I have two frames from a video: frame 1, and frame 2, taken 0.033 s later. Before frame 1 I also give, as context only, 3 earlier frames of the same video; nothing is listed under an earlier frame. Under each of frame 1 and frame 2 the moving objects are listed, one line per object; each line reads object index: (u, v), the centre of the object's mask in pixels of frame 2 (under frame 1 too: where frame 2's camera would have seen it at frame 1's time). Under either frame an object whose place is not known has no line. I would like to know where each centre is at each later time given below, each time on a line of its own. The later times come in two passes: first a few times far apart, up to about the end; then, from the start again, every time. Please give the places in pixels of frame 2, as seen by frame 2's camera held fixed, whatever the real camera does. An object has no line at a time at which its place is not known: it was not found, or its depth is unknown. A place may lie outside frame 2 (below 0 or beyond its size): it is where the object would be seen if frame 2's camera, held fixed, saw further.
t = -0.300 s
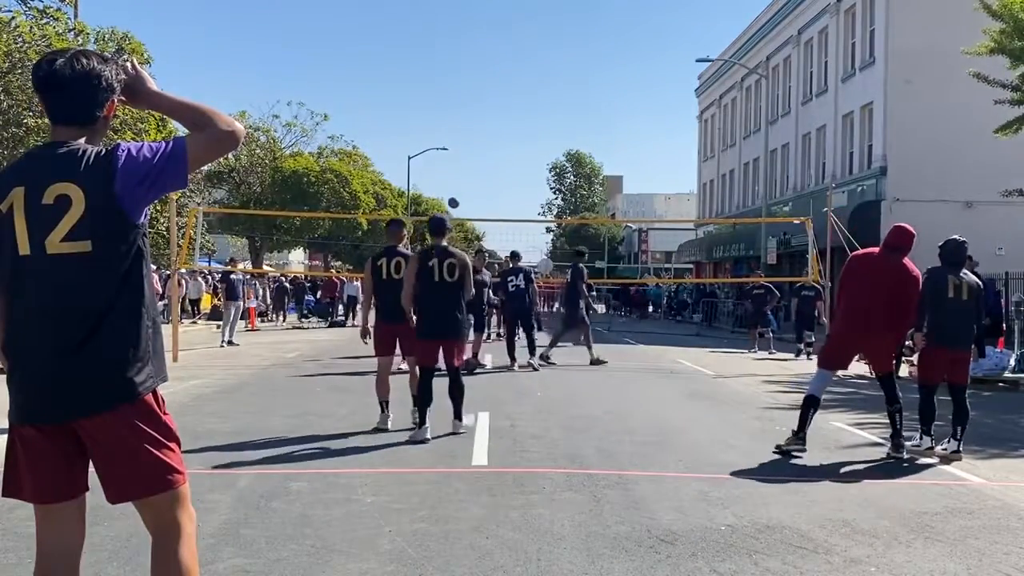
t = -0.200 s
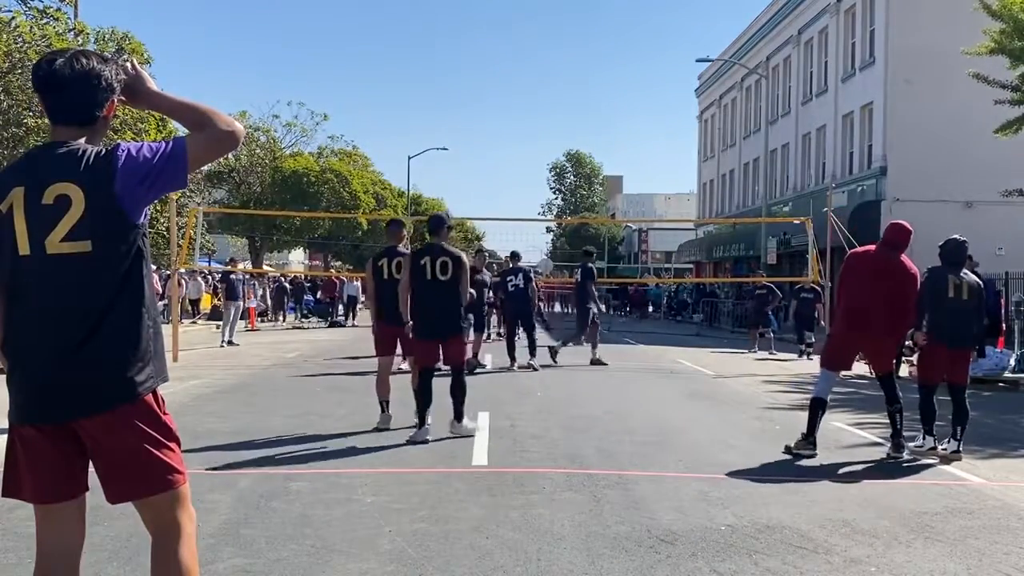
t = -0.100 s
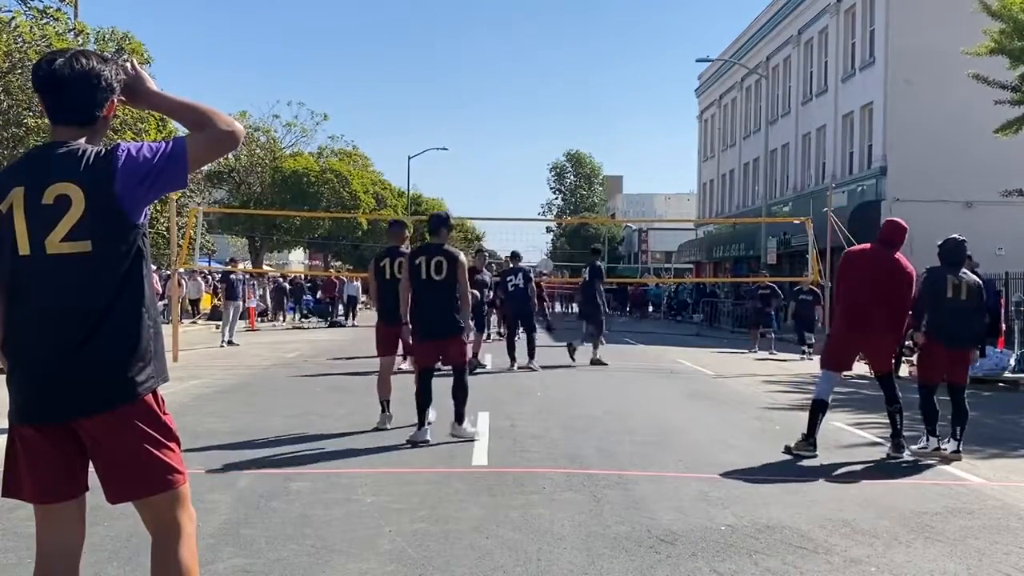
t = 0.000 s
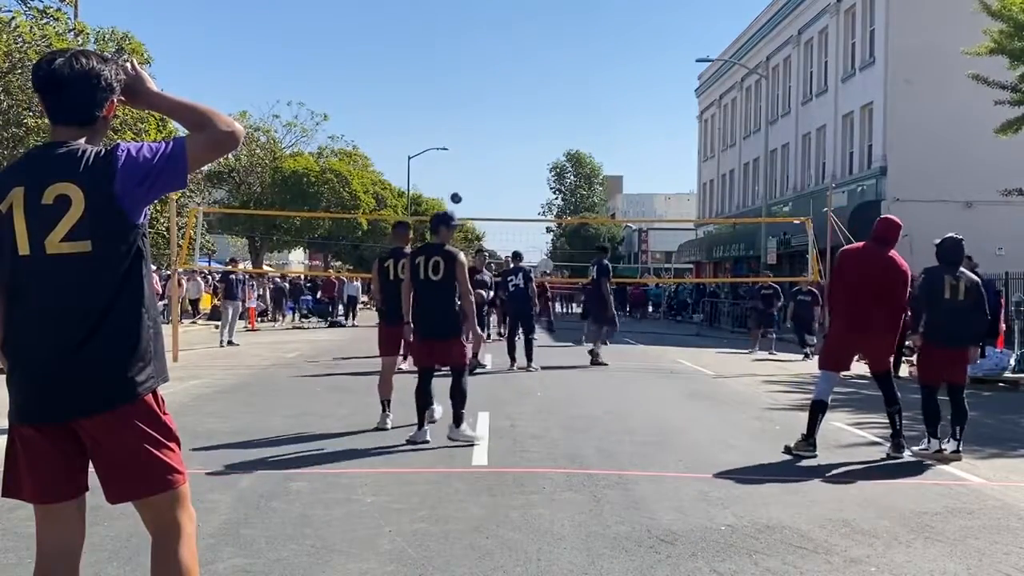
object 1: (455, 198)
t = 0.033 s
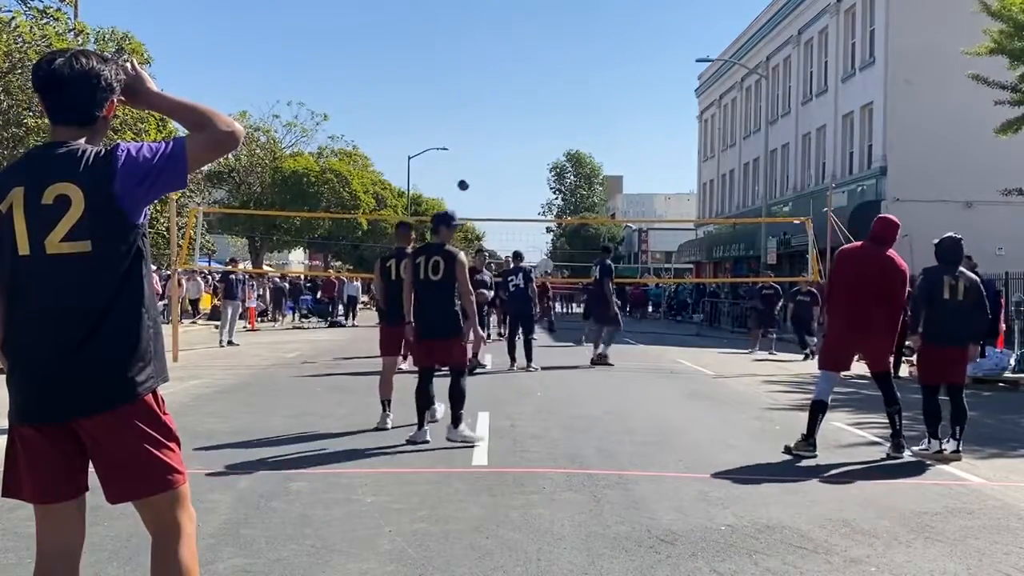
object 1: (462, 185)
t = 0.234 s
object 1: (505, 120)
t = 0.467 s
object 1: (552, 73)
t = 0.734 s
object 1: (606, 59)
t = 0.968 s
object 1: (652, 80)
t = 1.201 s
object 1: (696, 127)
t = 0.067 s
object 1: (470, 172)
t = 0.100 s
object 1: (477, 161)
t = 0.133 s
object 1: (484, 149)
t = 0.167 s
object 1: (491, 139)
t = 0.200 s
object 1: (498, 129)
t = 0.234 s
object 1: (505, 120)
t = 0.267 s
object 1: (511, 111)
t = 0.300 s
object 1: (518, 103)
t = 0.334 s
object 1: (525, 96)
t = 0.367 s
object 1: (531, 89)
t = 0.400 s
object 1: (538, 83)
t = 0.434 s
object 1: (545, 78)
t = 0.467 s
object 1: (552, 73)
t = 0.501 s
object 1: (559, 69)
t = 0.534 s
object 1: (566, 66)
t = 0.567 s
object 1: (572, 63)
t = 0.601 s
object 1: (579, 61)
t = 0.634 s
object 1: (586, 59)
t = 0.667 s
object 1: (593, 59)
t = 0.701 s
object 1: (599, 58)
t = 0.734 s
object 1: (606, 59)
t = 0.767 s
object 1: (613, 60)
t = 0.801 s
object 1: (619, 62)
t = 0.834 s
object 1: (626, 64)
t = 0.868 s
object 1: (633, 67)
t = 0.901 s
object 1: (639, 71)
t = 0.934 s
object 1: (646, 75)
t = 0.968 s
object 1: (652, 80)
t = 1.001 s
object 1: (659, 86)
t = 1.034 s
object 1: (666, 92)
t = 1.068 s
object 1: (672, 98)
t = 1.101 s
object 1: (676, 102)
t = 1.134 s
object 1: (682, 110)
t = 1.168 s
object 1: (689, 119)
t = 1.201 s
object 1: (696, 127)
